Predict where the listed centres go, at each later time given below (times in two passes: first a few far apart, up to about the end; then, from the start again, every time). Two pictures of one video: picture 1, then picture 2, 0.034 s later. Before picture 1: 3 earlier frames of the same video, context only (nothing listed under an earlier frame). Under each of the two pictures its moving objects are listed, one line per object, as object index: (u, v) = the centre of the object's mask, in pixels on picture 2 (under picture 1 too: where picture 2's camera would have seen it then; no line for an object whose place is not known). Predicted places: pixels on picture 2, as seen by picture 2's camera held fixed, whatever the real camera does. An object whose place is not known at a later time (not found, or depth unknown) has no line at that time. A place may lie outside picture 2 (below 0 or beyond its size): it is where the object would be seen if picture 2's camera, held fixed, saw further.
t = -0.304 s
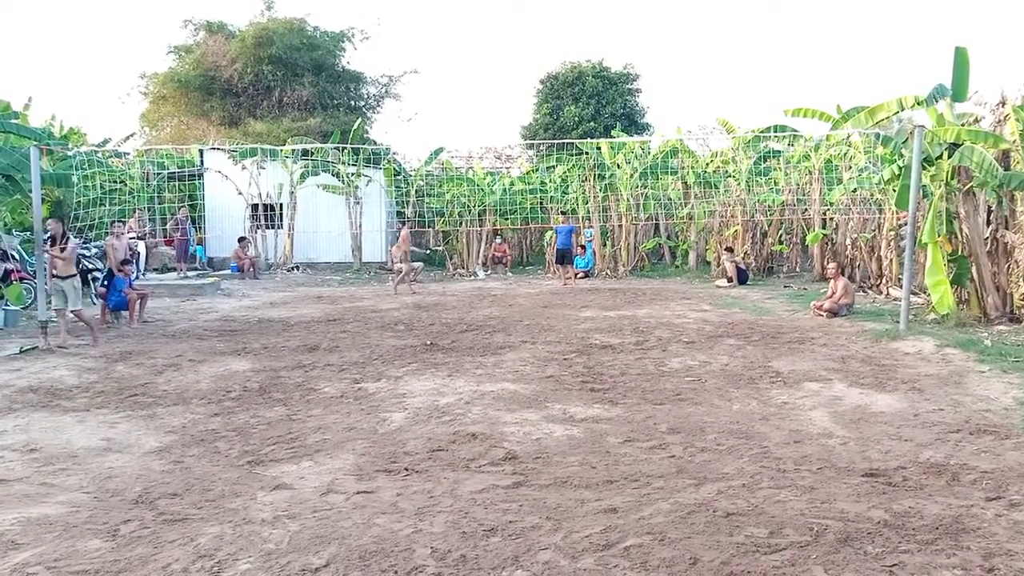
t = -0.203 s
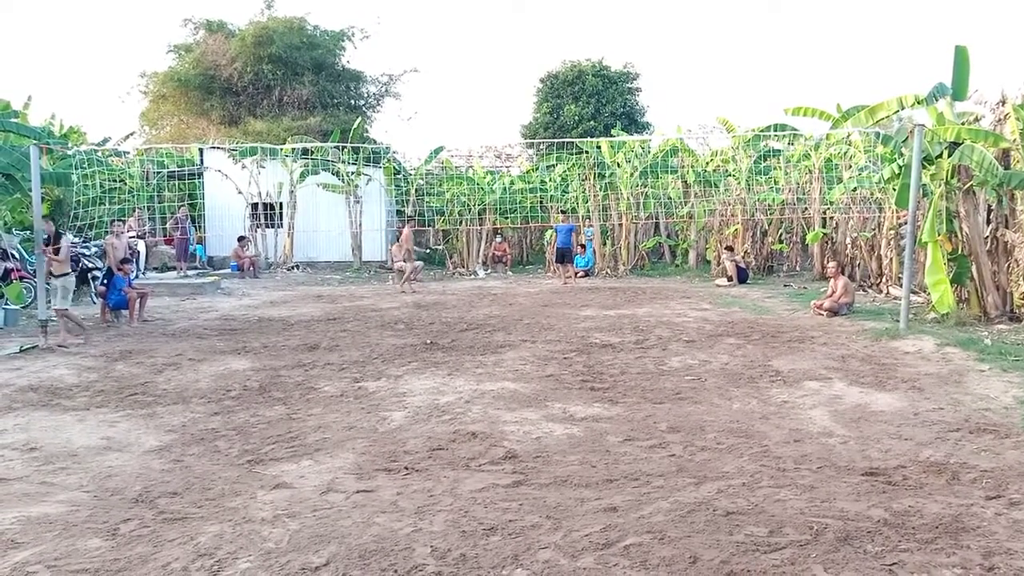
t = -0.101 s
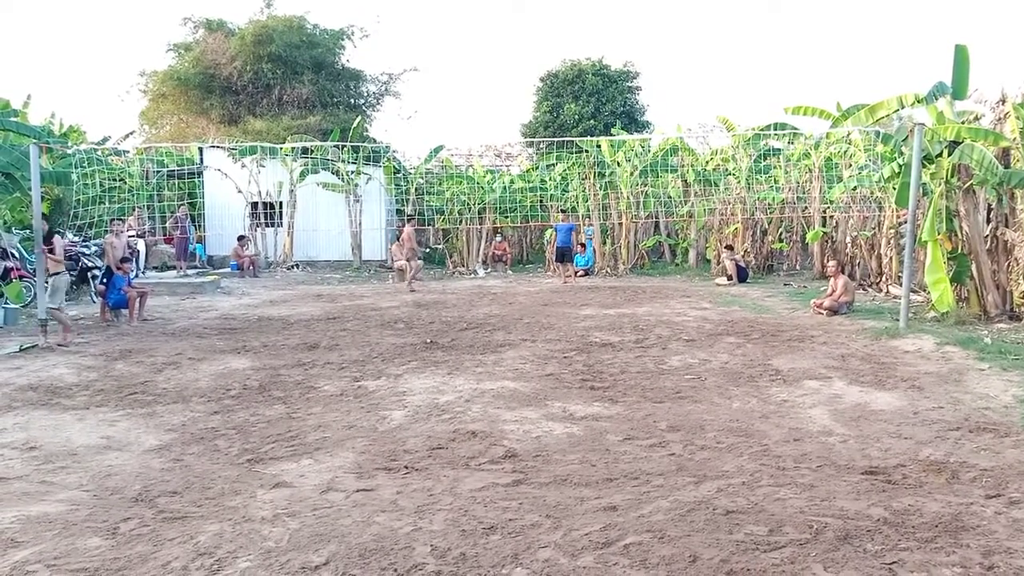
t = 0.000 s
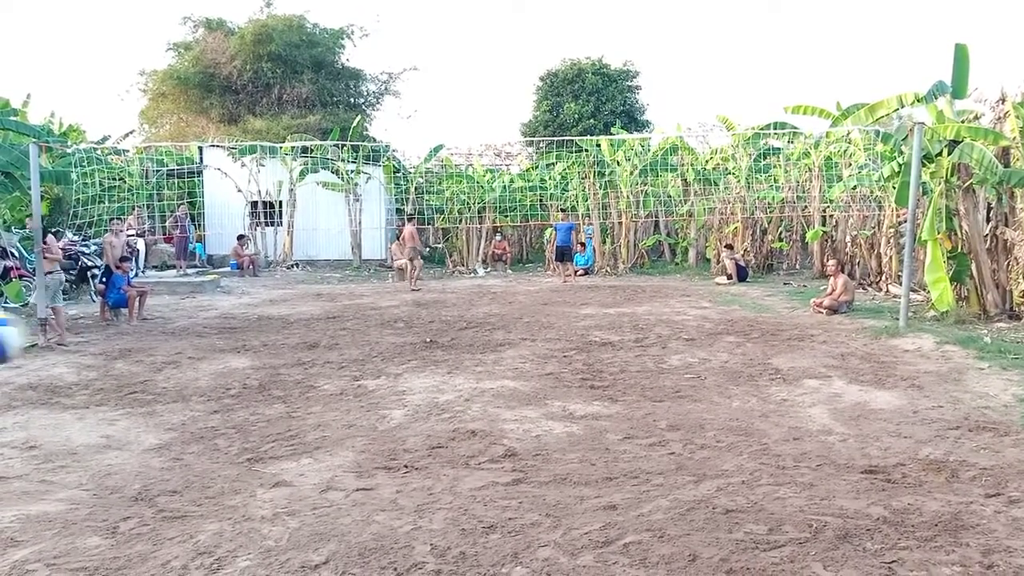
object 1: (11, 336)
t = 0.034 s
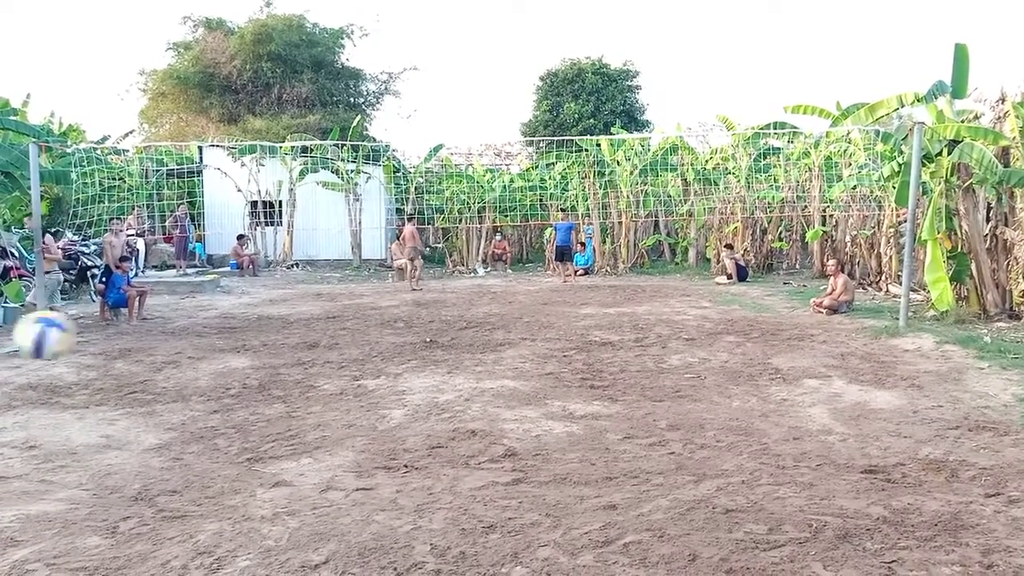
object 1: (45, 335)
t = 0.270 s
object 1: (271, 372)
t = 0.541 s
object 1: (372, 336)
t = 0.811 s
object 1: (431, 299)
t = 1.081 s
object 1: (475, 336)
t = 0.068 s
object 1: (89, 335)
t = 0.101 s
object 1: (129, 337)
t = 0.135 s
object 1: (164, 340)
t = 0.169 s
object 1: (195, 347)
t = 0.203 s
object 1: (223, 354)
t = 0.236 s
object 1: (249, 363)
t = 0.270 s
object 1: (271, 372)
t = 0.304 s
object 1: (289, 383)
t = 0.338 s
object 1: (307, 394)
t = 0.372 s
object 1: (322, 406)
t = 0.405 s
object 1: (335, 397)
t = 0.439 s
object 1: (345, 380)
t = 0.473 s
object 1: (354, 363)
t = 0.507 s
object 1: (362, 349)
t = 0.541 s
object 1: (372, 336)
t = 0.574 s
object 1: (381, 327)
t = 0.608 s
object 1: (389, 320)
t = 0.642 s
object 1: (395, 312)
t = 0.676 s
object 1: (404, 306)
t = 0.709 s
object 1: (412, 303)
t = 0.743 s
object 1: (417, 300)
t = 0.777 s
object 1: (424, 299)
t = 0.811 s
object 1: (431, 299)
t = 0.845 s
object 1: (437, 300)
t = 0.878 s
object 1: (443, 303)
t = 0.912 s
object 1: (449, 306)
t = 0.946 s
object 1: (454, 311)
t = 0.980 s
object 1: (460, 316)
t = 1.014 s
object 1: (466, 321)
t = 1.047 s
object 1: (469, 329)
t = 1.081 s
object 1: (475, 336)
